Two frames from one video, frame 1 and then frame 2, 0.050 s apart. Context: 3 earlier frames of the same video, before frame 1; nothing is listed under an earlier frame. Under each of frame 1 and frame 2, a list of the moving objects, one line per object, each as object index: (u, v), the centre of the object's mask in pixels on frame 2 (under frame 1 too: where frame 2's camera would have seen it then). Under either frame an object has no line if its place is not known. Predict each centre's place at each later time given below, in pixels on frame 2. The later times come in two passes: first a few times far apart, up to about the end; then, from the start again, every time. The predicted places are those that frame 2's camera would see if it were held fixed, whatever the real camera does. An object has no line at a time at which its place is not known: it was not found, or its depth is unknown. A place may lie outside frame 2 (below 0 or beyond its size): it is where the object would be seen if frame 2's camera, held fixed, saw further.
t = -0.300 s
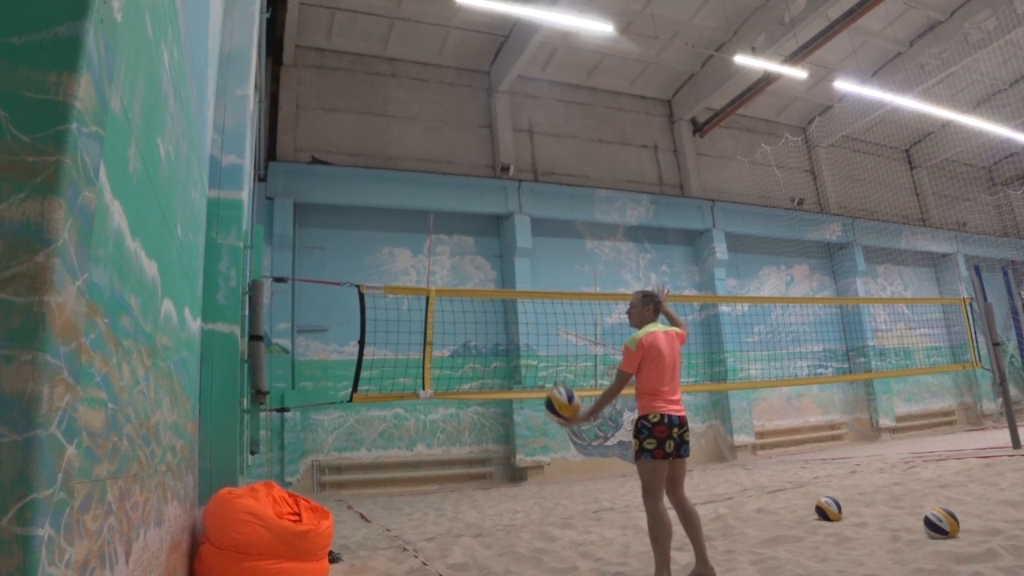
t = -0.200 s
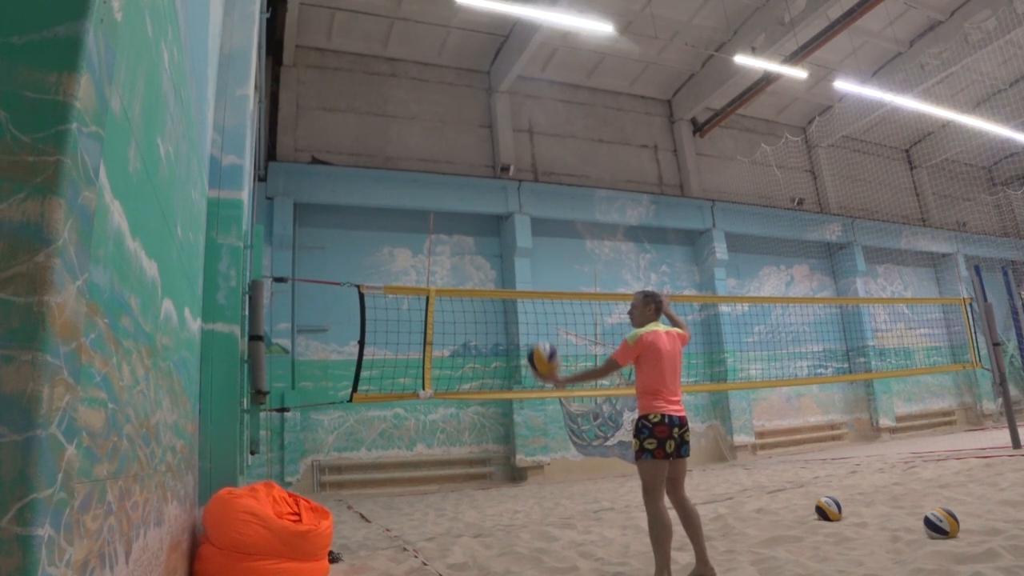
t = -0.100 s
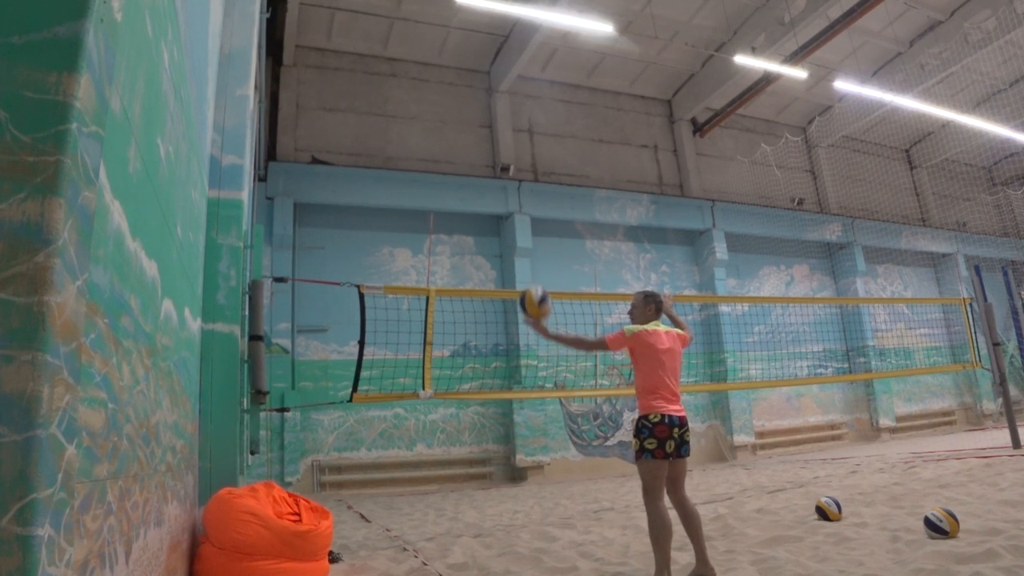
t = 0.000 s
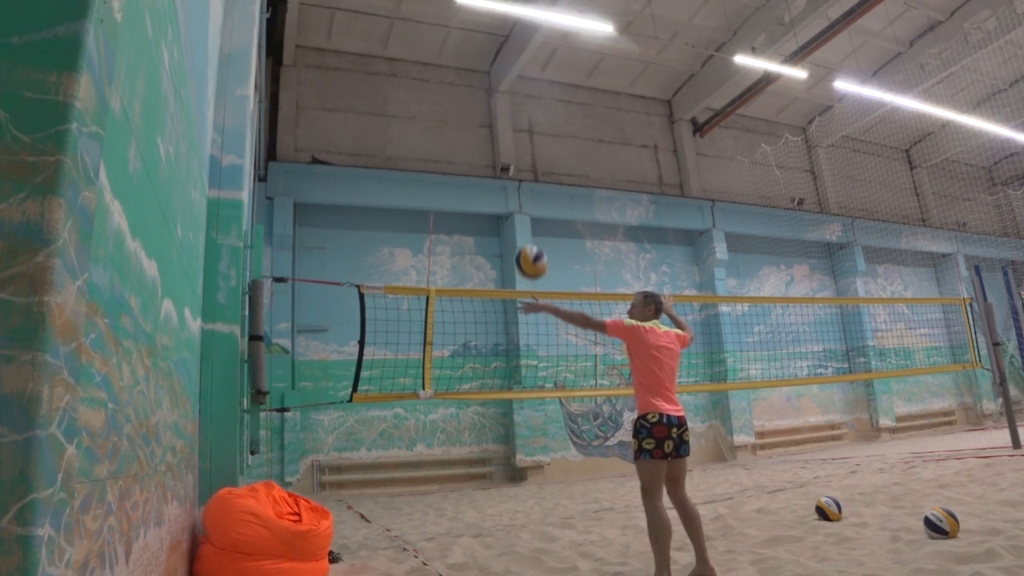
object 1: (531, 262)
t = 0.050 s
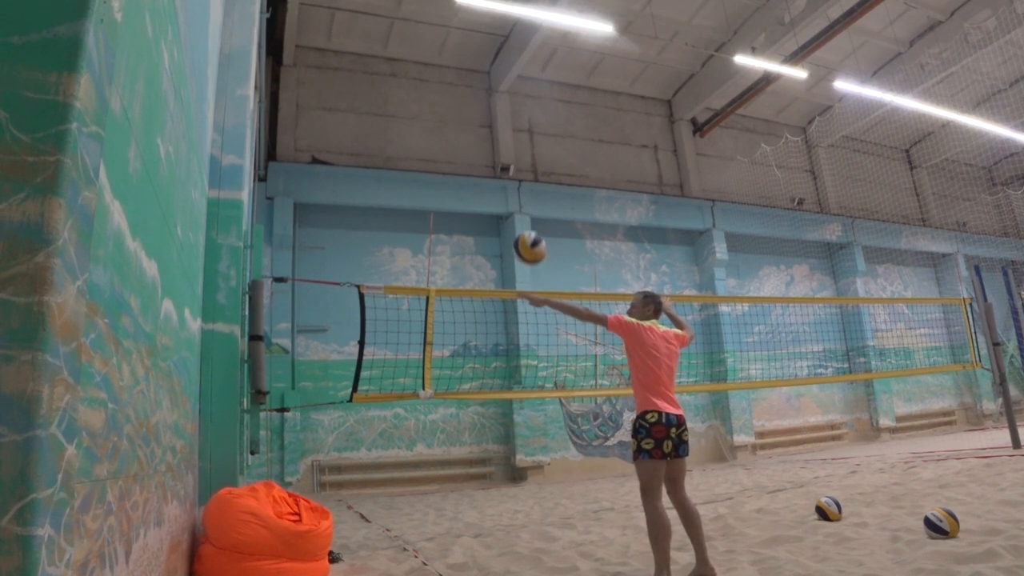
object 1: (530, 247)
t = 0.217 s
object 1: (527, 225)
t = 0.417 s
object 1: (528, 252)
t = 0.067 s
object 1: (529, 243)
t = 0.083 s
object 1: (529, 239)
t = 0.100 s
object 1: (529, 236)
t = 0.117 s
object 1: (529, 233)
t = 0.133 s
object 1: (528, 231)
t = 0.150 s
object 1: (528, 229)
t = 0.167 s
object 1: (528, 227)
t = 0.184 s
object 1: (528, 226)
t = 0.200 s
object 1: (527, 226)
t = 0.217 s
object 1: (527, 225)
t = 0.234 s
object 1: (527, 226)
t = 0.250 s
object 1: (527, 226)
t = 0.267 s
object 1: (527, 226)
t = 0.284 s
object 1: (527, 228)
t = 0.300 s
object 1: (527, 229)
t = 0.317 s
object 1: (527, 231)
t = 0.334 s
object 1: (527, 233)
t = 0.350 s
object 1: (527, 236)
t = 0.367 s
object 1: (527, 239)
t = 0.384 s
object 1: (527, 243)
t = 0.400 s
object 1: (528, 247)
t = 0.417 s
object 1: (528, 252)
